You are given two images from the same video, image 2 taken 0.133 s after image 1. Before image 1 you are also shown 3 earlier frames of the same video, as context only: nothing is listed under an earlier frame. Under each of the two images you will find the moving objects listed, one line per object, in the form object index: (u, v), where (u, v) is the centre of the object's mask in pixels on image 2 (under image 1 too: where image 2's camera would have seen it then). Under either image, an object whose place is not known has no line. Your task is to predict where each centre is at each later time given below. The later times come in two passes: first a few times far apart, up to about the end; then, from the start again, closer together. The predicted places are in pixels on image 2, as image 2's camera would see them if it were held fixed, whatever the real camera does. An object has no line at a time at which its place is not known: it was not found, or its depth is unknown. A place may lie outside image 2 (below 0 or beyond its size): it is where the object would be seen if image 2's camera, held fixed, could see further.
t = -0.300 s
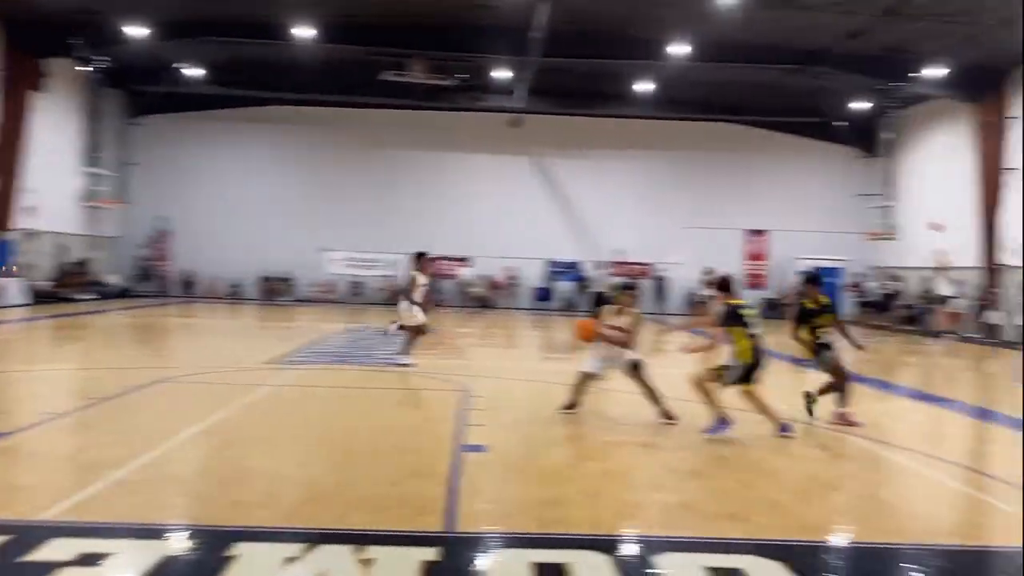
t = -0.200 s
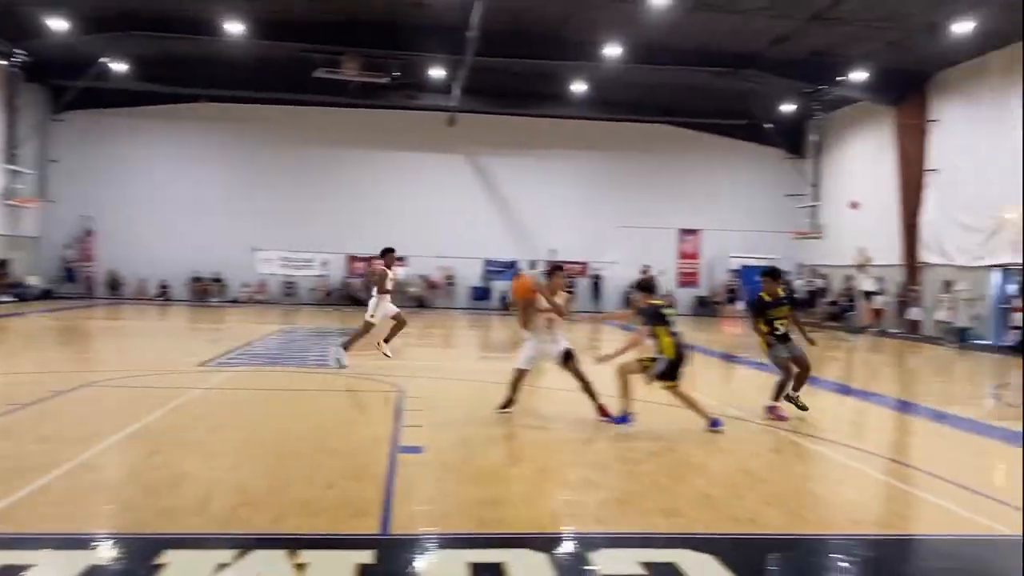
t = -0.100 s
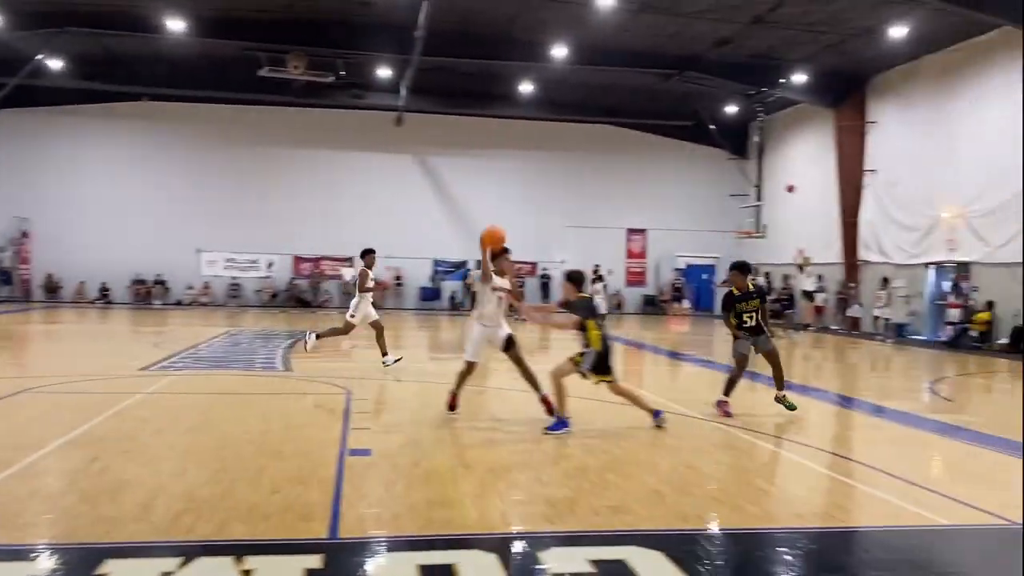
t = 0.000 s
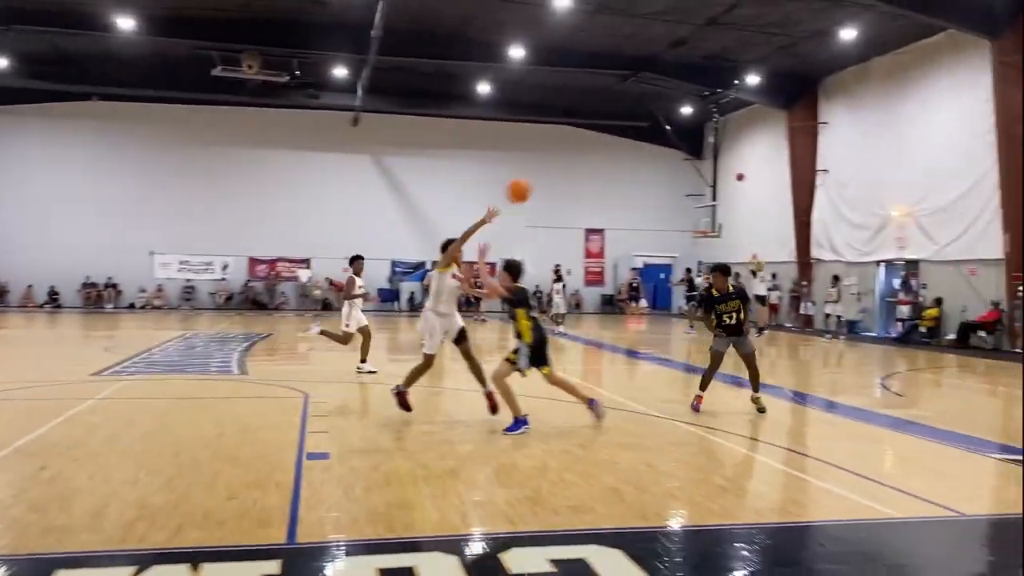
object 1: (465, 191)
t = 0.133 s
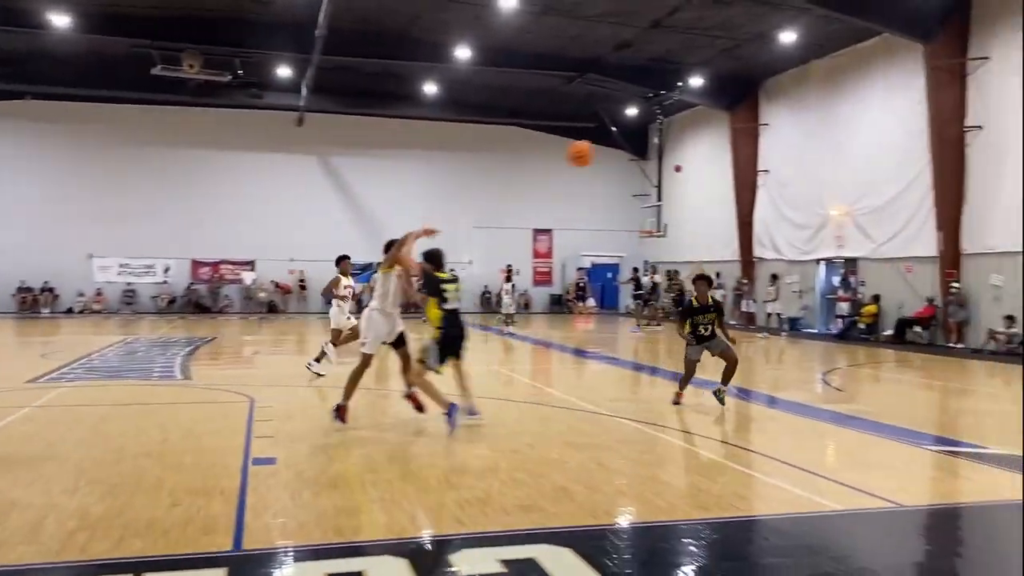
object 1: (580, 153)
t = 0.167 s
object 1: (609, 147)
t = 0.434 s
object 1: (850, 132)
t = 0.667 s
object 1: (1081, 181)
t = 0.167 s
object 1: (609, 147)
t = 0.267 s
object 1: (697, 134)
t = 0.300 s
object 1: (727, 132)
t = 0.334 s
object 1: (756, 131)
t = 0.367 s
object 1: (787, 130)
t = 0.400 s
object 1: (818, 131)
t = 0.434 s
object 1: (850, 132)
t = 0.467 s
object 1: (882, 135)
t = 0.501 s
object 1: (913, 140)
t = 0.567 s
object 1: (979, 152)
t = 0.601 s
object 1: (1013, 160)
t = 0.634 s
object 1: (1047, 170)
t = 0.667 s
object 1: (1081, 181)
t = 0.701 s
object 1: (1116, 193)
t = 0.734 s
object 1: (1152, 207)
